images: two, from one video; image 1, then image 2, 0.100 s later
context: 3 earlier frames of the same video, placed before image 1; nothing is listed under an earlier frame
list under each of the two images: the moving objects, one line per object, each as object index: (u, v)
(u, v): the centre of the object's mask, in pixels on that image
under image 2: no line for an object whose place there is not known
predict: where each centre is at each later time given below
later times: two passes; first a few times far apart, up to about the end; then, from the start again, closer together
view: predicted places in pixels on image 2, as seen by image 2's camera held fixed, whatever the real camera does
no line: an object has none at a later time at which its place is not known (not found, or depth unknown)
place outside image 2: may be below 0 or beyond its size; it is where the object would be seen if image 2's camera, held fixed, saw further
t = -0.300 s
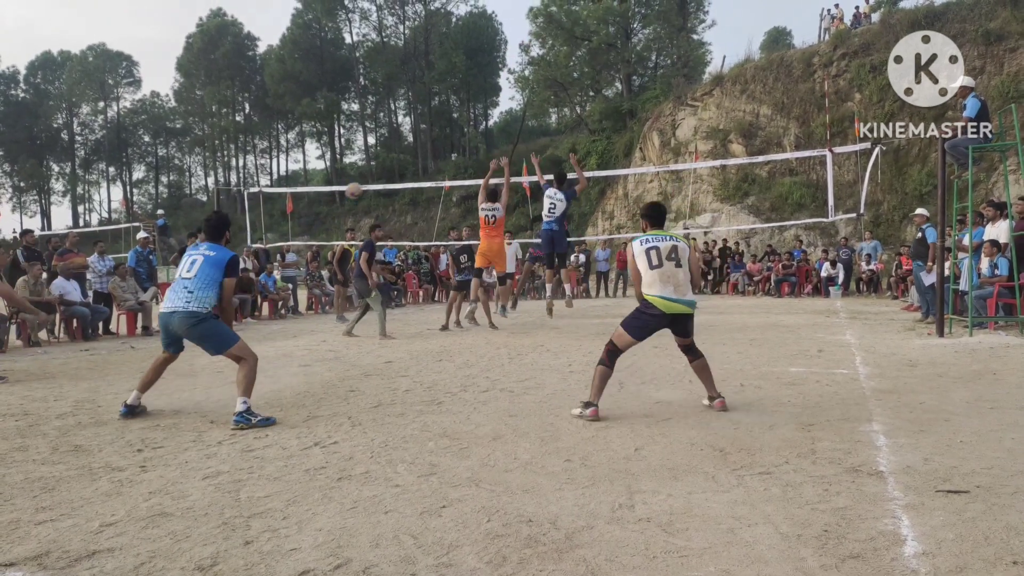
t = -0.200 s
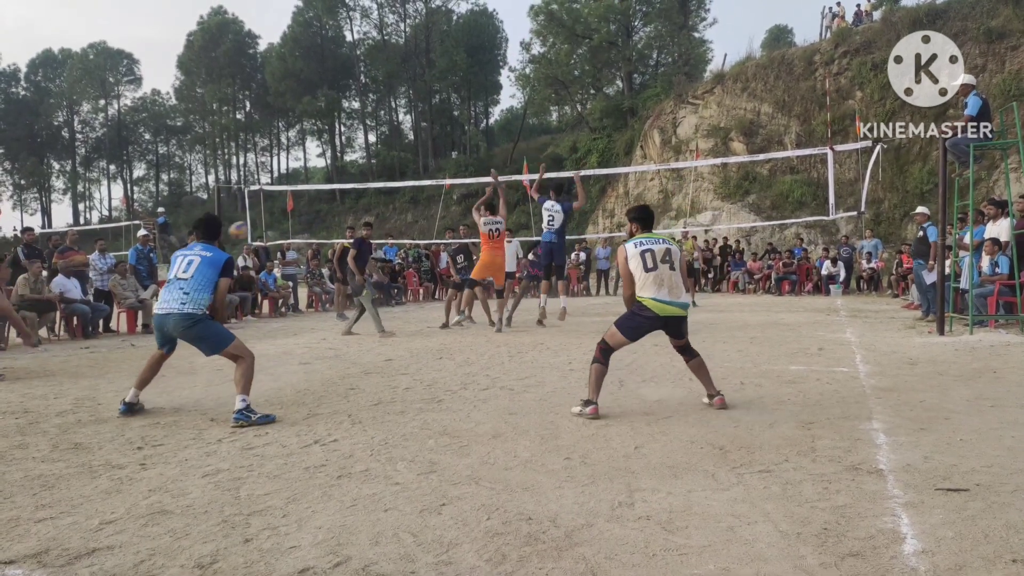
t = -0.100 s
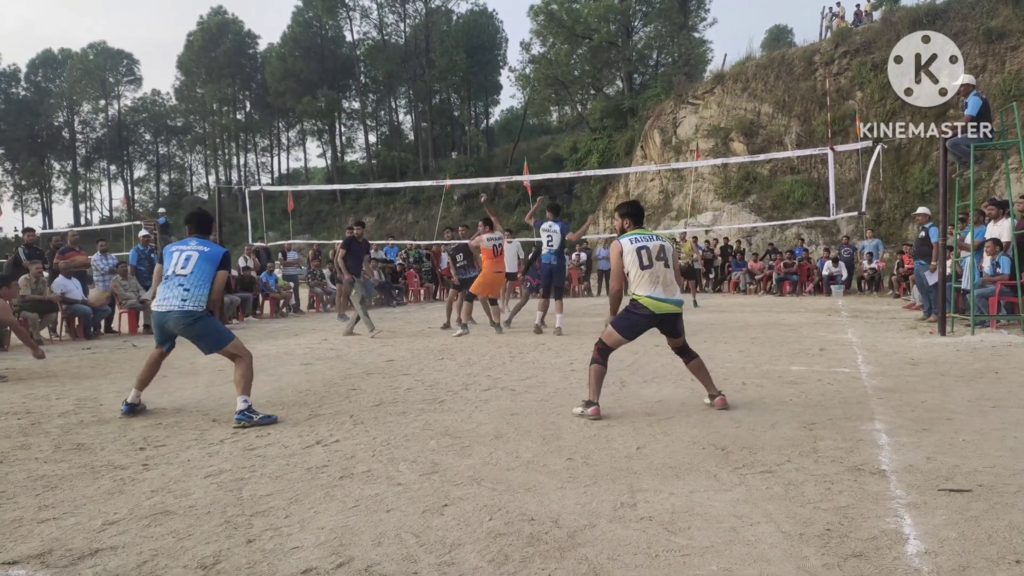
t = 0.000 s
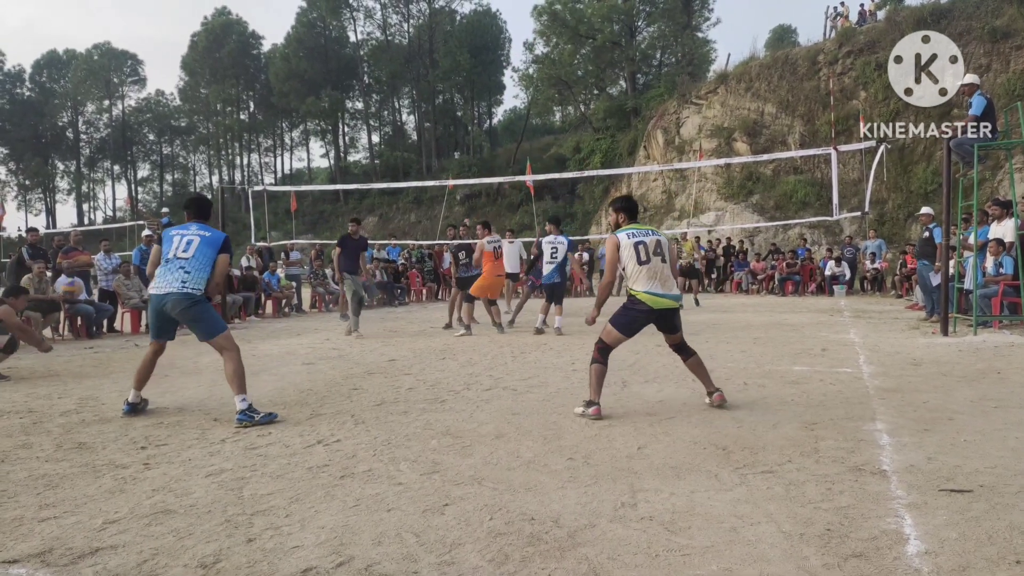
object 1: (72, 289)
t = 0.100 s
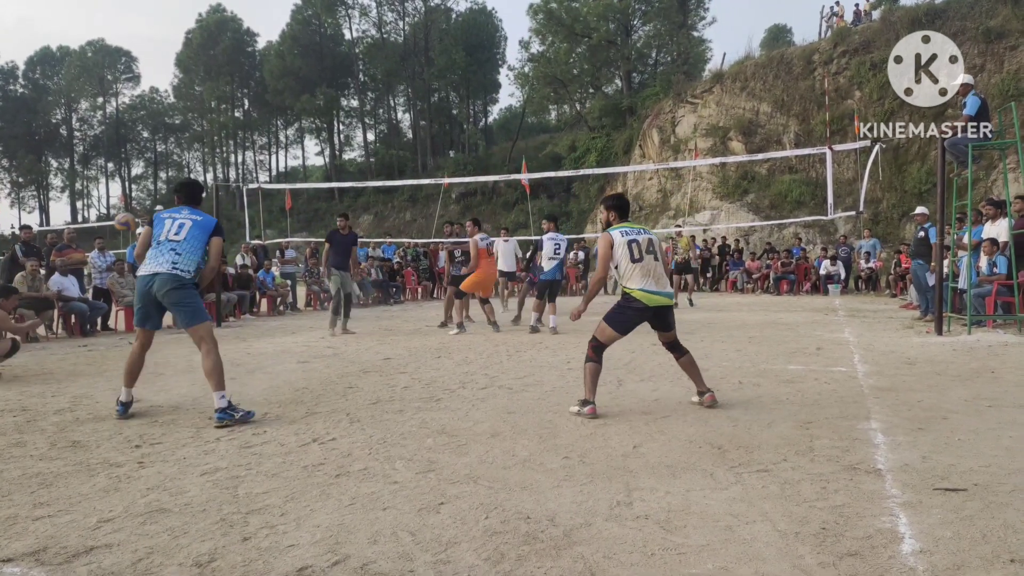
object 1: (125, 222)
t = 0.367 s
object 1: (260, 112)
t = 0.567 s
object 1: (345, 77)
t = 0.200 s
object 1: (180, 169)
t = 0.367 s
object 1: (260, 112)
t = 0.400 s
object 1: (276, 104)
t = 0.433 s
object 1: (290, 97)
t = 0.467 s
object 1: (305, 90)
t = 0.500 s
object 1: (318, 85)
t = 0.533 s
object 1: (331, 80)
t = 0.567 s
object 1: (345, 77)
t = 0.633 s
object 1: (368, 73)
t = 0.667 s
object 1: (382, 73)
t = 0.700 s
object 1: (394, 72)
